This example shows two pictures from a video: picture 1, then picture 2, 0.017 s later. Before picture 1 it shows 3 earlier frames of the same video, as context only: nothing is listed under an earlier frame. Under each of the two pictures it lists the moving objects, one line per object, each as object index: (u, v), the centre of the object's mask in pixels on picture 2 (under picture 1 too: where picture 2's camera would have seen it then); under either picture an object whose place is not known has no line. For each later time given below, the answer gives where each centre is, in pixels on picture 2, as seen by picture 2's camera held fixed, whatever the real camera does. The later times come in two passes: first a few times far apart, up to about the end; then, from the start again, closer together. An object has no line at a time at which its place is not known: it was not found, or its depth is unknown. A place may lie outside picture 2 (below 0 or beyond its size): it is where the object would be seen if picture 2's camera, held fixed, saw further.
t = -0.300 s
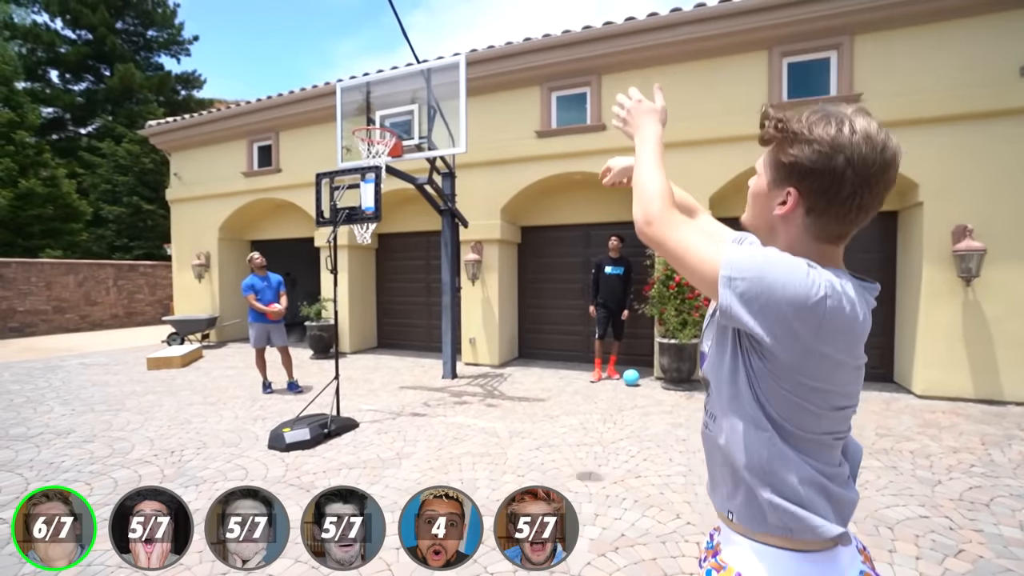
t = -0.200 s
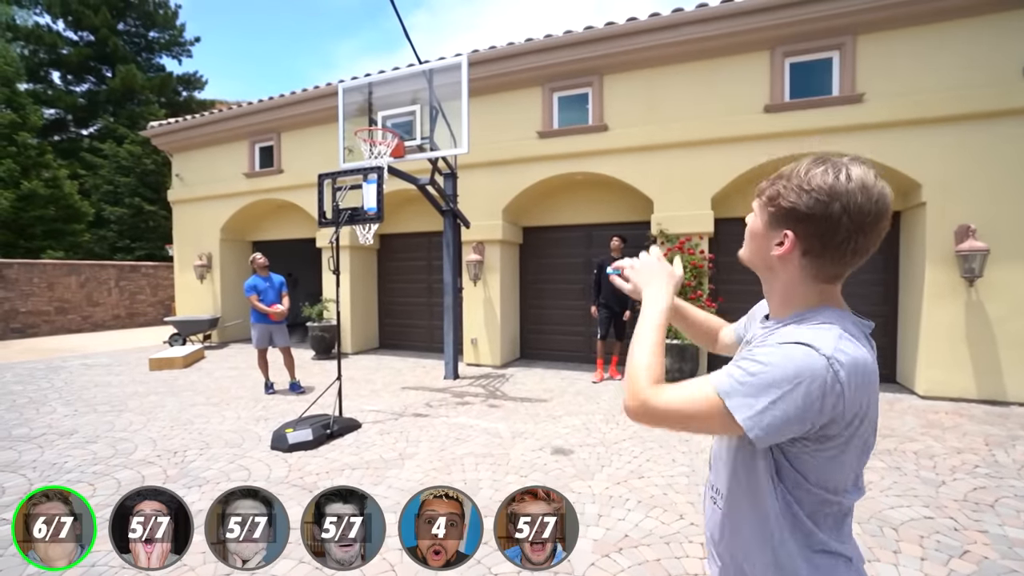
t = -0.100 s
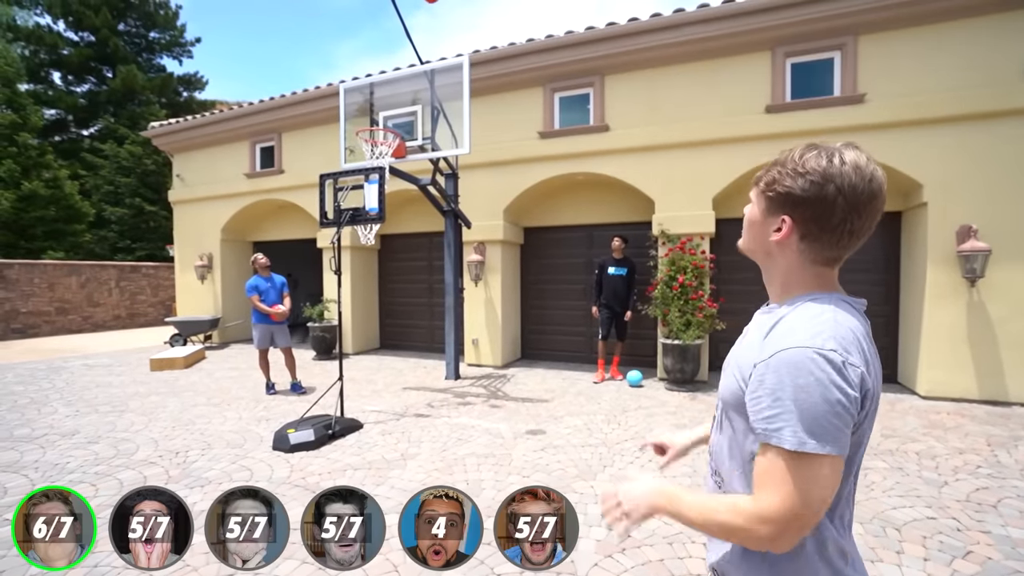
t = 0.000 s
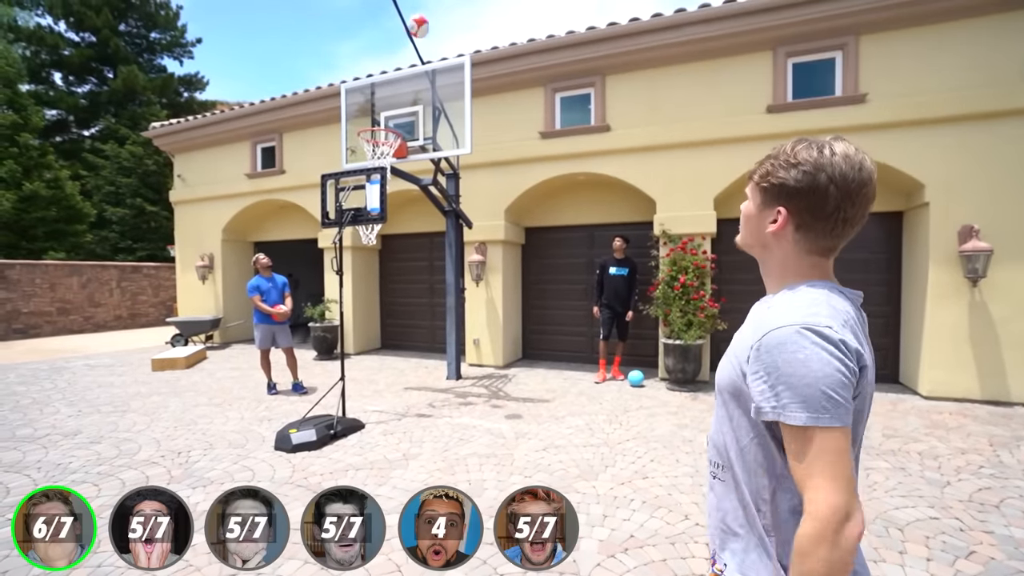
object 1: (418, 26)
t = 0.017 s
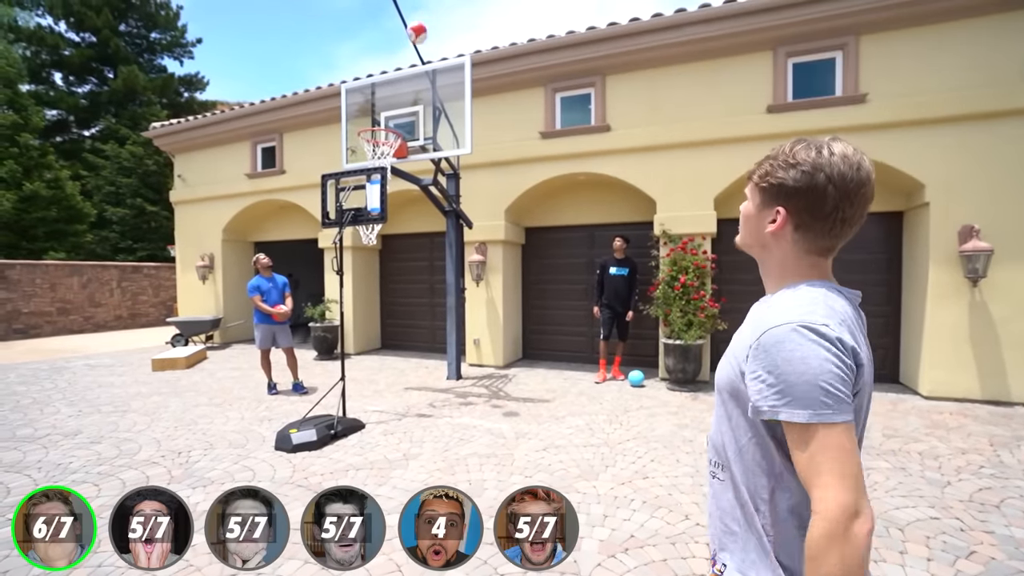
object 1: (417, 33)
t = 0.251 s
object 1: (376, 104)
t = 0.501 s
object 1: (291, 187)
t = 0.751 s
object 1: (192, 346)
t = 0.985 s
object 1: (96, 354)
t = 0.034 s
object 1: (415, 39)
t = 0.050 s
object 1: (414, 45)
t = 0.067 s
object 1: (412, 51)
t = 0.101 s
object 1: (409, 67)
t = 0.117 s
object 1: (408, 74)
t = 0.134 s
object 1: (405, 79)
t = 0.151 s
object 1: (403, 85)
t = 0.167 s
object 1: (402, 91)
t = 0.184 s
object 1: (400, 94)
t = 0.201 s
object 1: (394, 96)
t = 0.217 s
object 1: (388, 98)
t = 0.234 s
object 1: (382, 101)
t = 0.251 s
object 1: (376, 104)
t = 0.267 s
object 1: (371, 107)
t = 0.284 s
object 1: (366, 111)
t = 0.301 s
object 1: (361, 115)
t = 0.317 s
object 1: (355, 119)
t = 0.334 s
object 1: (349, 124)
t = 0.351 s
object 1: (343, 129)
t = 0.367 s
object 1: (338, 135)
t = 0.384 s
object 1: (334, 139)
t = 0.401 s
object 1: (327, 145)
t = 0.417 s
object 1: (321, 152)
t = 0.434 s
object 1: (314, 158)
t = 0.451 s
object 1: (308, 165)
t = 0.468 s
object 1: (302, 171)
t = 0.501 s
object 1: (291, 187)
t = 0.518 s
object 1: (284, 195)
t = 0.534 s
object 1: (277, 204)
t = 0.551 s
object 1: (271, 213)
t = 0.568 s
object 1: (264, 222)
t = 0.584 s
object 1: (258, 232)
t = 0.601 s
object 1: (252, 242)
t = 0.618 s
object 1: (245, 252)
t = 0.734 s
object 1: (199, 334)
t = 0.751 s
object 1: (192, 346)
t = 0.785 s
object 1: (180, 374)
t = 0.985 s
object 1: (96, 354)
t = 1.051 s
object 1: (66, 319)
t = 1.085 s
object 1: (58, 303)
